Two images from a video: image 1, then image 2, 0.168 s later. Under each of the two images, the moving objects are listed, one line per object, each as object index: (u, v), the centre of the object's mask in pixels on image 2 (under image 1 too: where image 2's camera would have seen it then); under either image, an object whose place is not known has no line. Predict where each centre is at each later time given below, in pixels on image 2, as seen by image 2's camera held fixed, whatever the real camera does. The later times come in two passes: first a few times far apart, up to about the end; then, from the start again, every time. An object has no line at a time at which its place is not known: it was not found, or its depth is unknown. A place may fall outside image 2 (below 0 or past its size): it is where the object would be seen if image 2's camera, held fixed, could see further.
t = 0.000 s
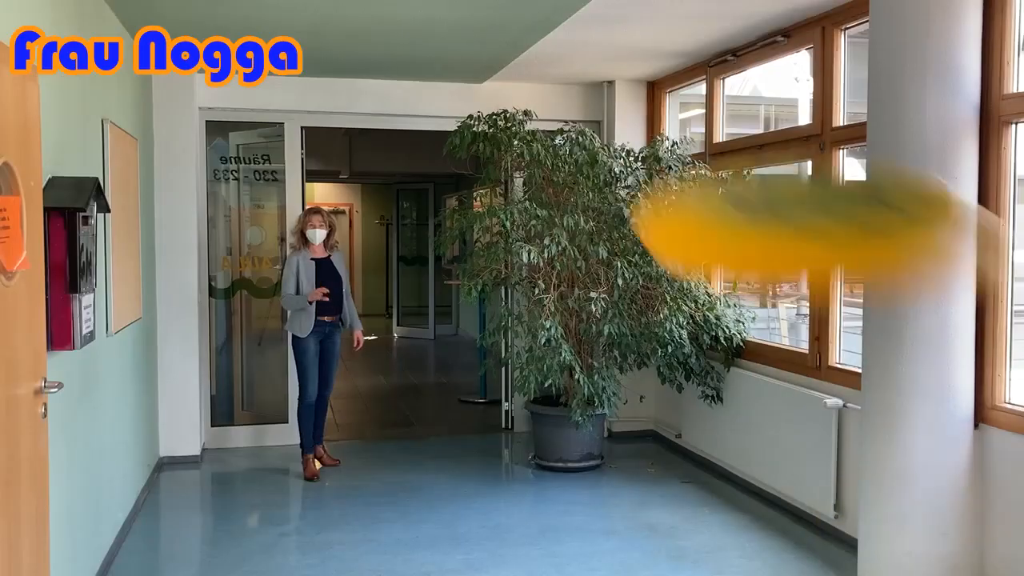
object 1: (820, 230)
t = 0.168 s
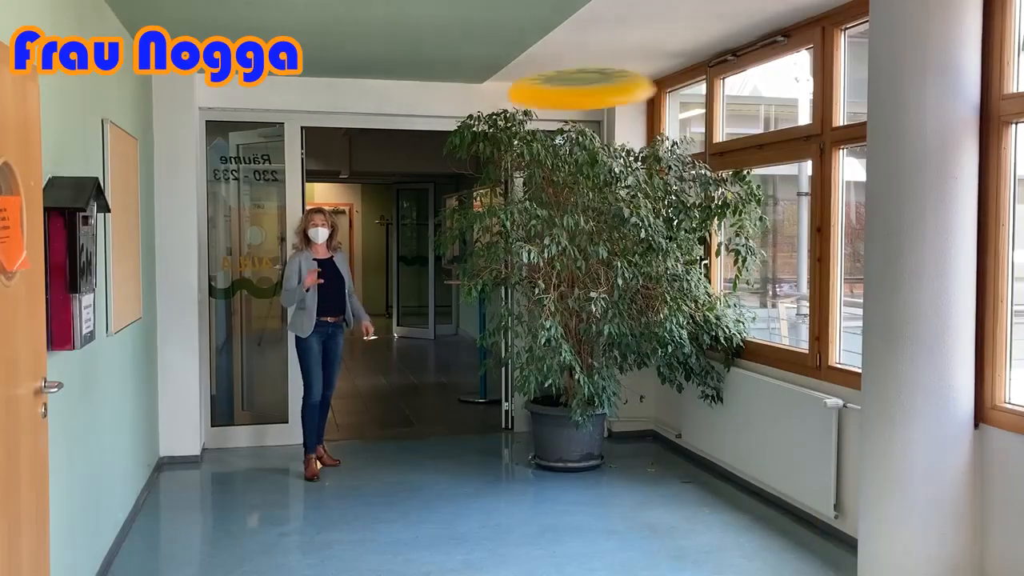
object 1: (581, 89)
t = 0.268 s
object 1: (536, 102)
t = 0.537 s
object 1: (473, 173)
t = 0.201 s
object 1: (563, 92)
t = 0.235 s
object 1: (547, 96)
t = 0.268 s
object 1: (536, 102)
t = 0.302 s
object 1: (524, 111)
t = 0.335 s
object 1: (513, 121)
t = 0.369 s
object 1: (505, 128)
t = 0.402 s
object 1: (497, 138)
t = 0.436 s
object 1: (492, 147)
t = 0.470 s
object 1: (485, 157)
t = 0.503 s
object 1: (479, 165)
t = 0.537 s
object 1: (473, 173)
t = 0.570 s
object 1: (469, 181)
